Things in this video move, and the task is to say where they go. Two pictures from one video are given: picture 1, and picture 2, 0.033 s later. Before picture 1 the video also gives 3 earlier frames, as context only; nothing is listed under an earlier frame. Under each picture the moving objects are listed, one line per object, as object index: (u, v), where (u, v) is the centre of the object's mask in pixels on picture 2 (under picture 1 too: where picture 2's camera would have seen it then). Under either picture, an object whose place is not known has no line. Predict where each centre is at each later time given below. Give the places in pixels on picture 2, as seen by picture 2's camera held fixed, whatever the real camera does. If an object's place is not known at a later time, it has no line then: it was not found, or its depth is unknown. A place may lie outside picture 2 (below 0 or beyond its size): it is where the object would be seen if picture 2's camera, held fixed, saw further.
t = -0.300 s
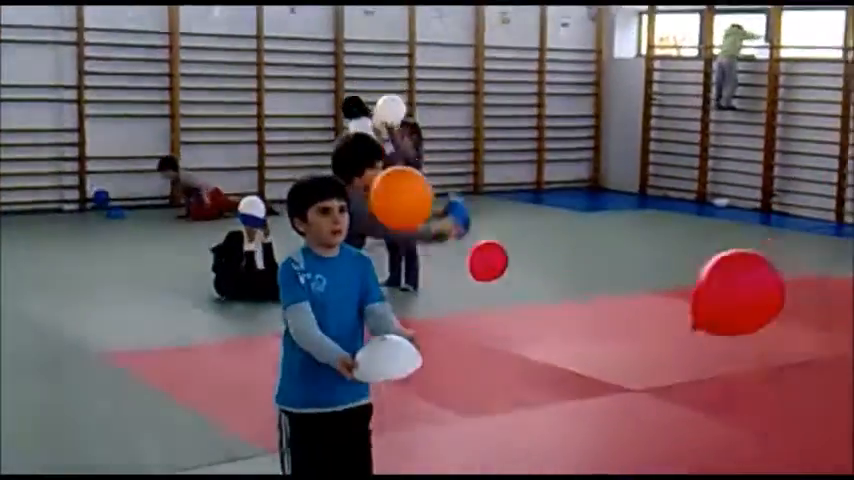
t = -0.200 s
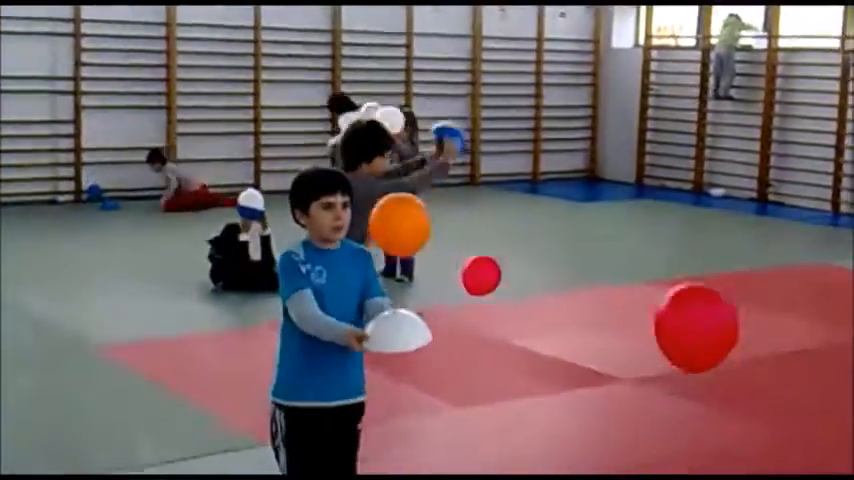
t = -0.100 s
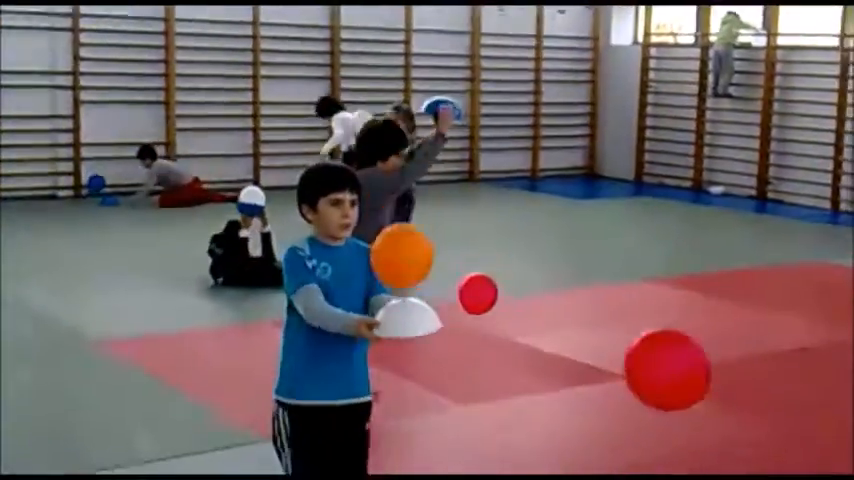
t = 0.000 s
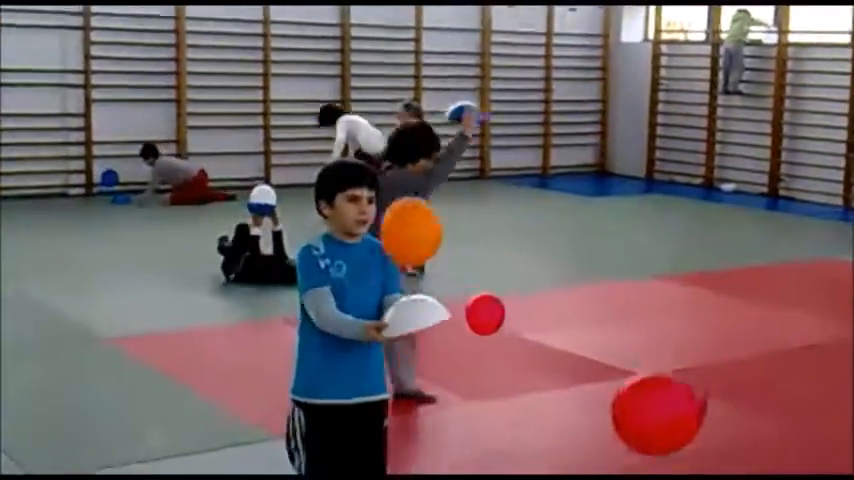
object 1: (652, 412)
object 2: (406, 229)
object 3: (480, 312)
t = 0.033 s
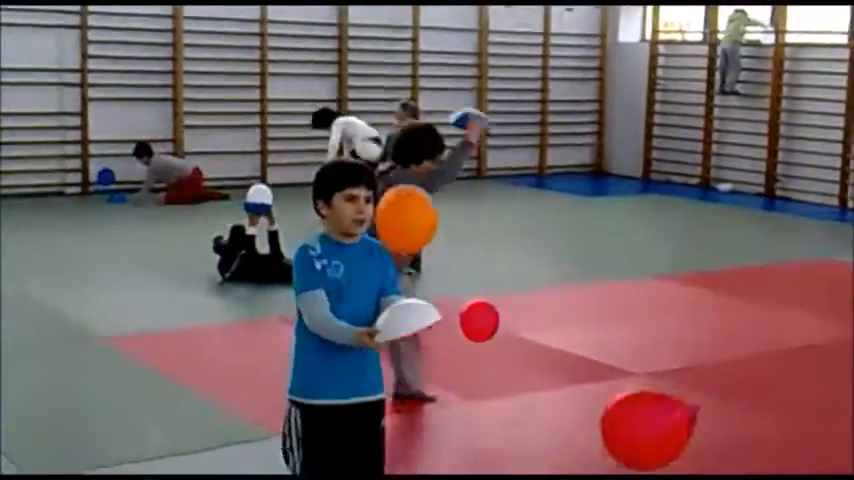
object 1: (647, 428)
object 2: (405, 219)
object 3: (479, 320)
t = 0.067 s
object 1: (645, 439)
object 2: (408, 208)
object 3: (479, 328)
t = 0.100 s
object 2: (409, 199)
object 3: (478, 336)
